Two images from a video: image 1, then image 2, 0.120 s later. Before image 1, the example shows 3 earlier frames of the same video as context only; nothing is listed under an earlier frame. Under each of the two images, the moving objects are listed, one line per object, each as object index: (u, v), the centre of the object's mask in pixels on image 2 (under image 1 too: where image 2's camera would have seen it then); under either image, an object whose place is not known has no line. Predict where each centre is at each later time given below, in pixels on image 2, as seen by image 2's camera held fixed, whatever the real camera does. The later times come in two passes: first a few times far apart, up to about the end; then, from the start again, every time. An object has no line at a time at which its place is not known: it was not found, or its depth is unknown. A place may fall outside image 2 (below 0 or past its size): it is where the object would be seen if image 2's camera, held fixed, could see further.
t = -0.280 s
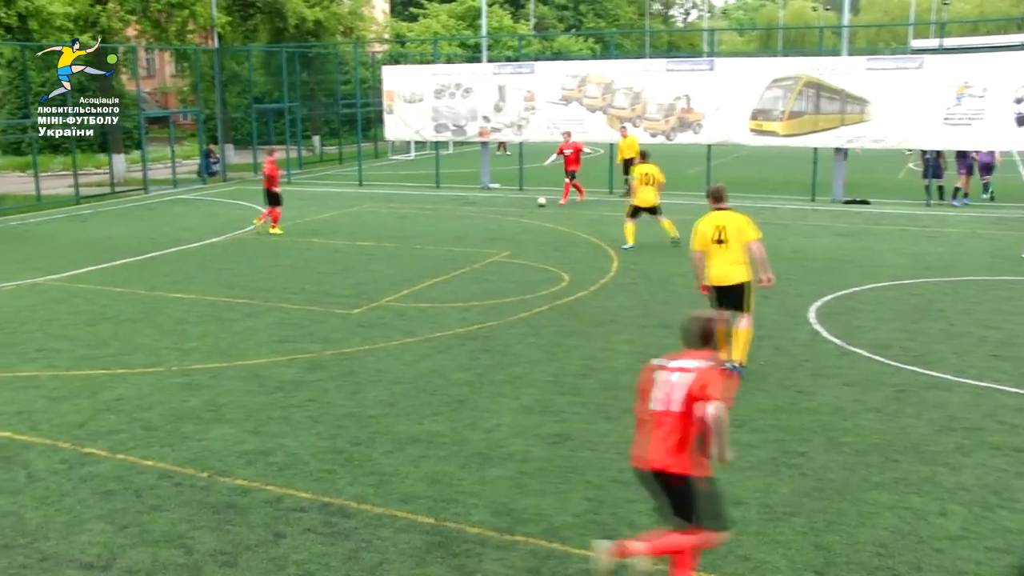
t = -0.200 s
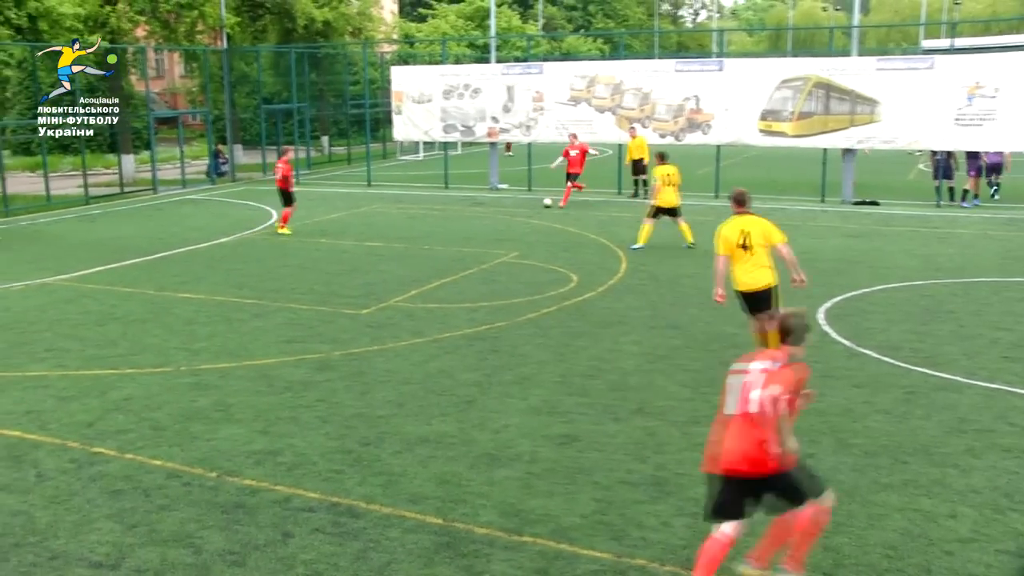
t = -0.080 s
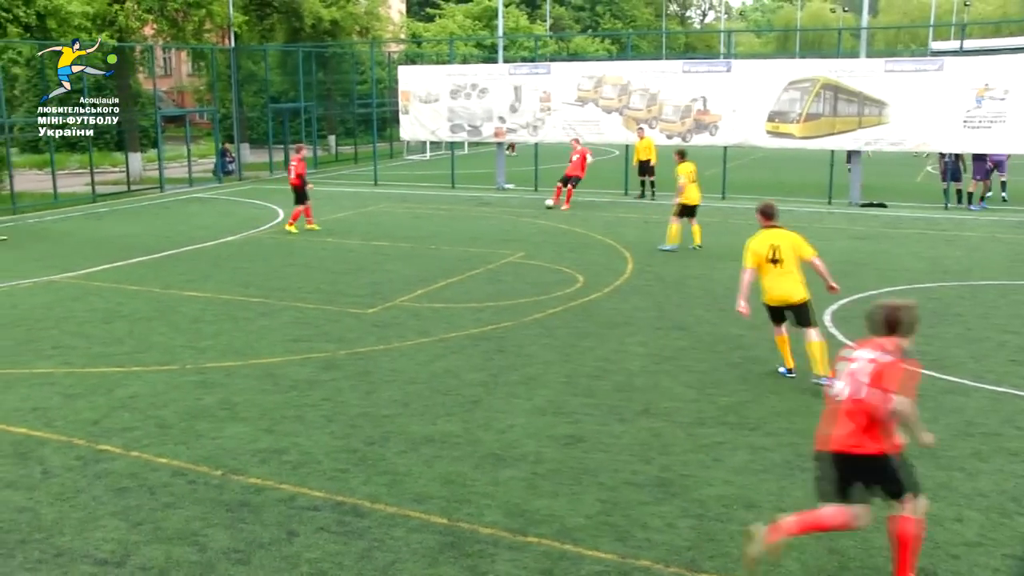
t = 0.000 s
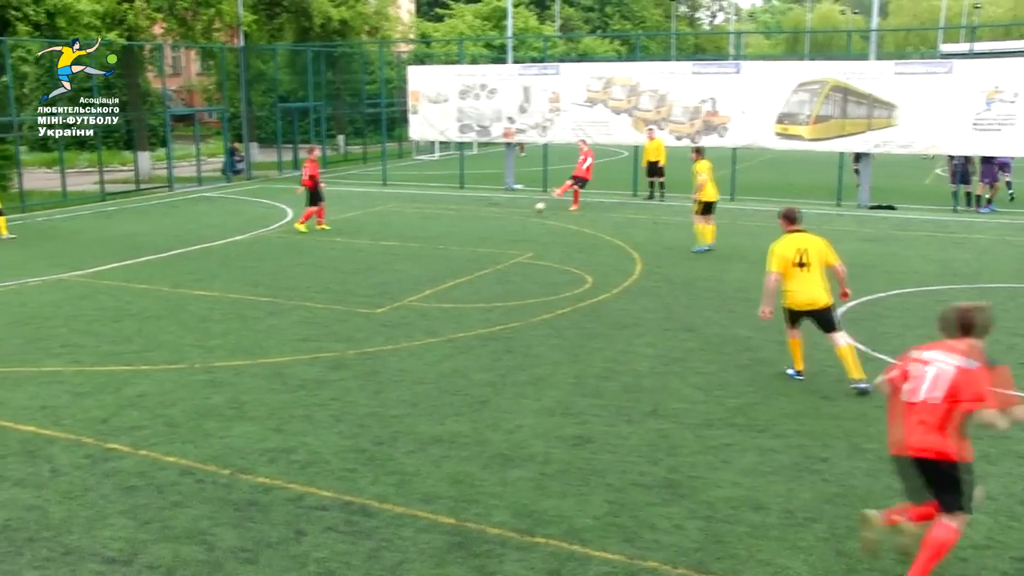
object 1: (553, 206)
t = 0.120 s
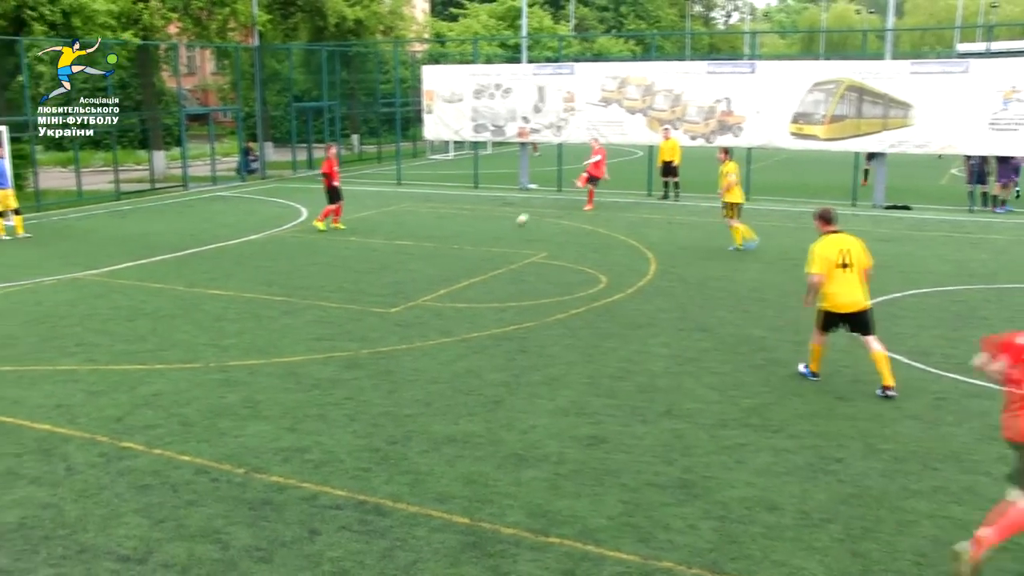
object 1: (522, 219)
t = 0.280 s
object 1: (476, 235)
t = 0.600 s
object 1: (377, 277)
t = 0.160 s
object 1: (511, 225)
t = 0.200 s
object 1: (500, 229)
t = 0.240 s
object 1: (488, 232)
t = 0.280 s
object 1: (476, 235)
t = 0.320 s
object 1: (464, 240)
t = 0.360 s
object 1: (452, 246)
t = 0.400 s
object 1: (440, 254)
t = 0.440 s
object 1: (427, 257)
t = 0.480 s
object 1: (415, 260)
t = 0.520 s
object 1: (402, 264)
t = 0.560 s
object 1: (389, 269)
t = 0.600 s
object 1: (377, 277)
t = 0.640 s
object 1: (365, 283)
